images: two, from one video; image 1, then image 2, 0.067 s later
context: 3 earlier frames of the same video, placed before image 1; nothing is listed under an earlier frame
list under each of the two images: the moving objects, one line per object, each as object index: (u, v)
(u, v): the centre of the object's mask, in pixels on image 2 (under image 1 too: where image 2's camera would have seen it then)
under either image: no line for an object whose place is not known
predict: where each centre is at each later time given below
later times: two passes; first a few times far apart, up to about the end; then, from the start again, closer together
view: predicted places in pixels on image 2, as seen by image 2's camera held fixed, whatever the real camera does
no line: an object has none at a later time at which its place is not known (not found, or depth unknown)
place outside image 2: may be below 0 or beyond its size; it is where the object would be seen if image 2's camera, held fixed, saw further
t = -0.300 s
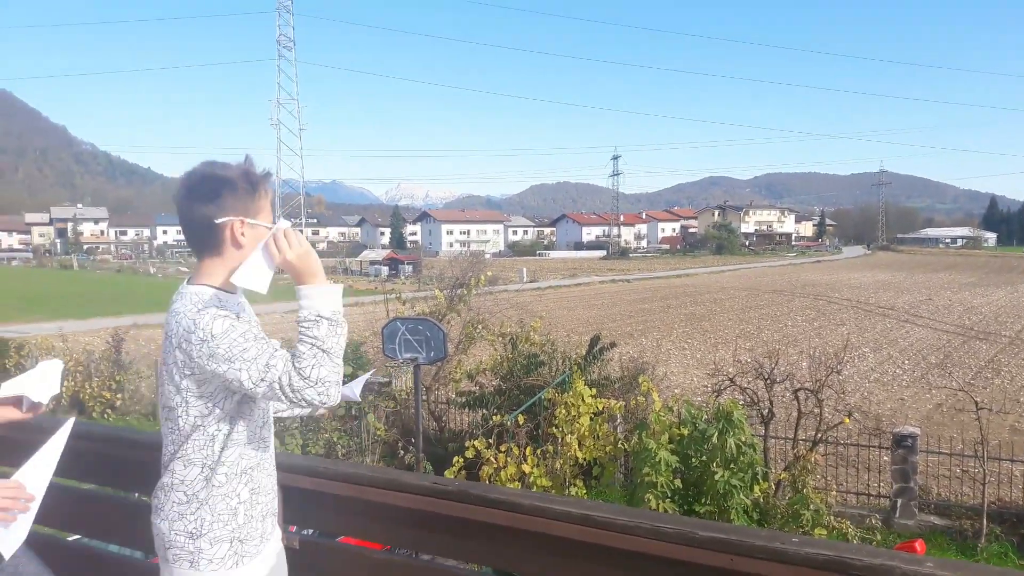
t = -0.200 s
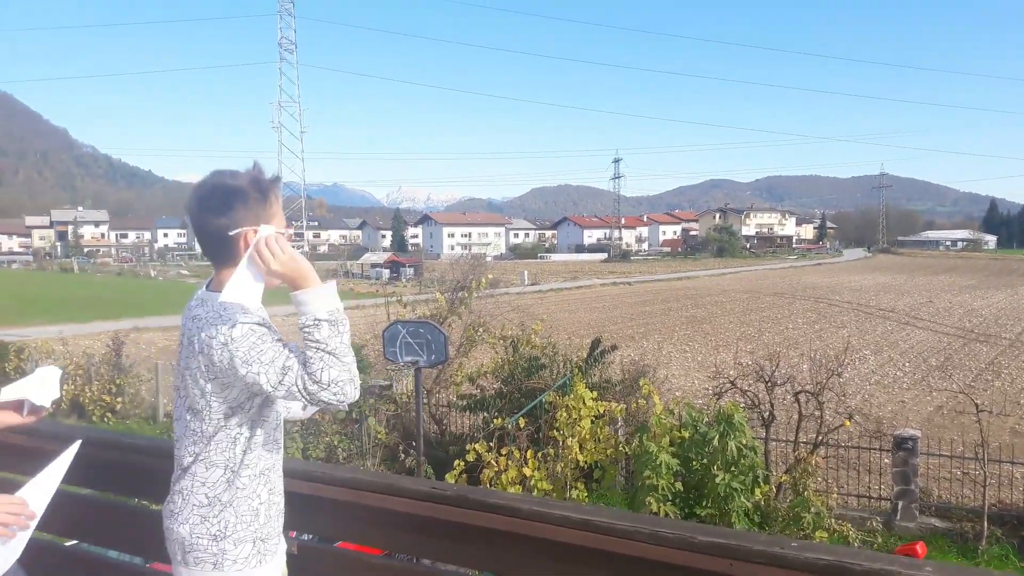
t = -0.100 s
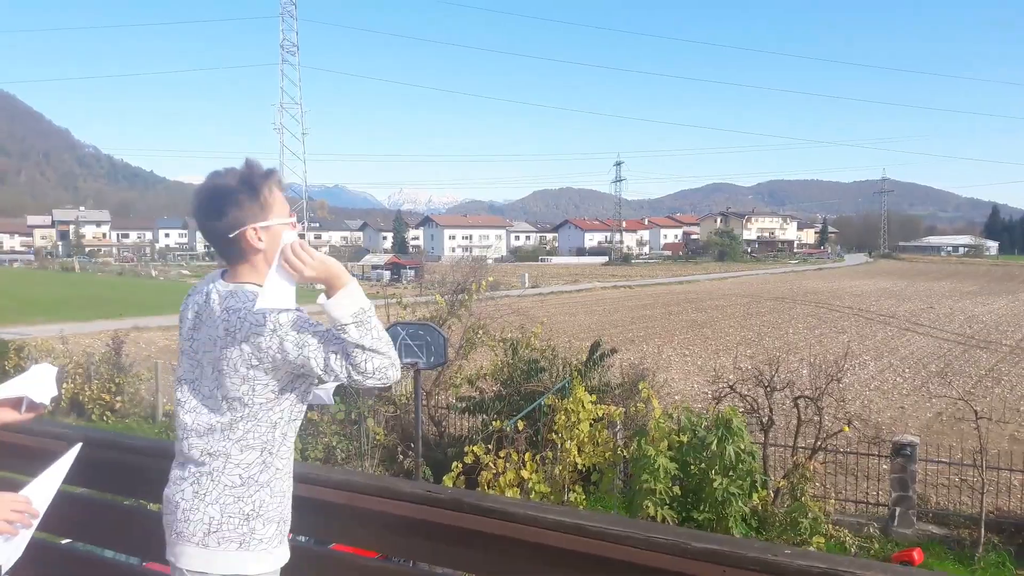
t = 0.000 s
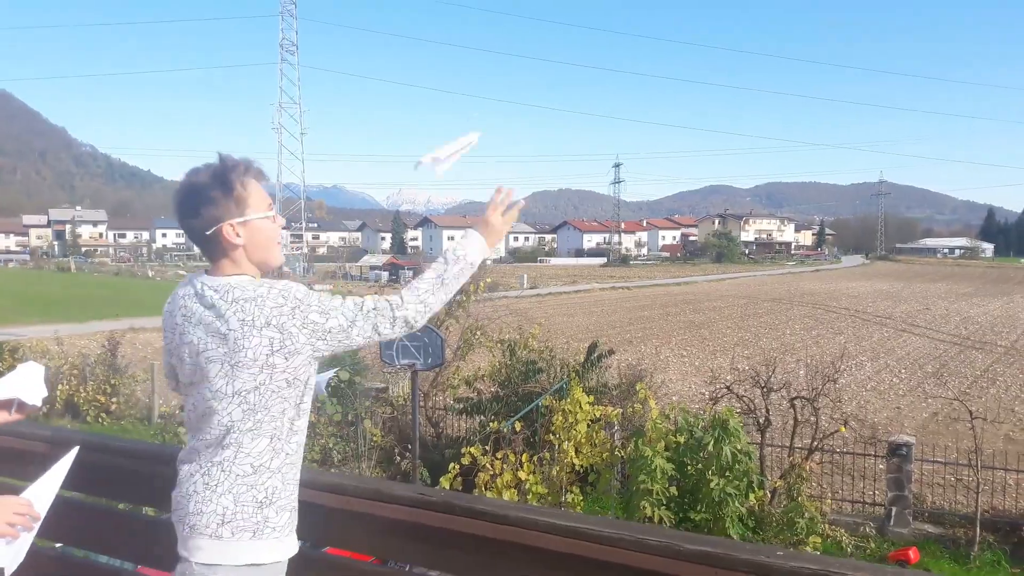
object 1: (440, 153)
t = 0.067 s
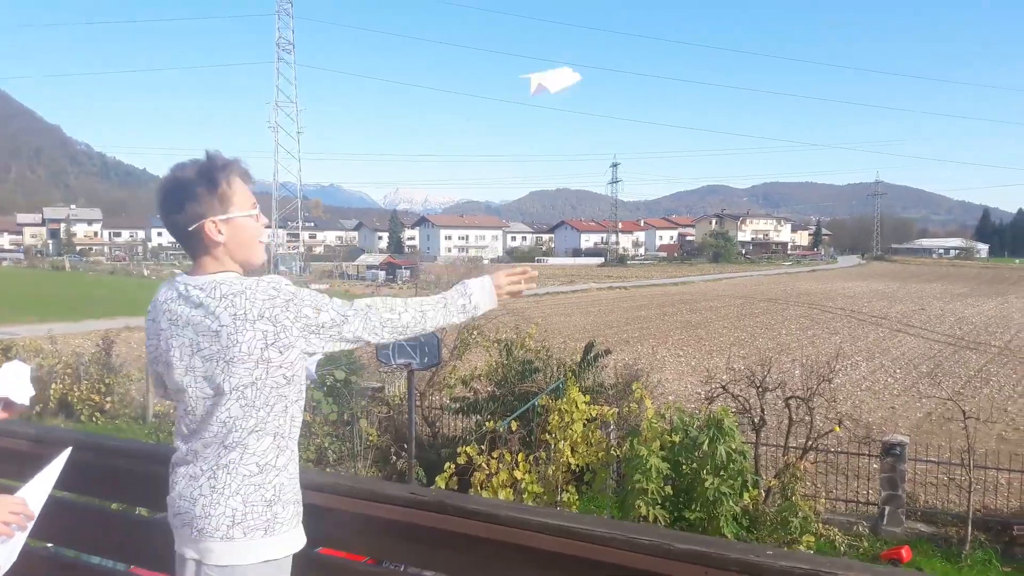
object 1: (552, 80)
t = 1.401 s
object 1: (976, 467)
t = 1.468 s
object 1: (989, 517)
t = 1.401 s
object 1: (976, 467)
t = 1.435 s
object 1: (984, 492)
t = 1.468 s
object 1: (989, 517)
